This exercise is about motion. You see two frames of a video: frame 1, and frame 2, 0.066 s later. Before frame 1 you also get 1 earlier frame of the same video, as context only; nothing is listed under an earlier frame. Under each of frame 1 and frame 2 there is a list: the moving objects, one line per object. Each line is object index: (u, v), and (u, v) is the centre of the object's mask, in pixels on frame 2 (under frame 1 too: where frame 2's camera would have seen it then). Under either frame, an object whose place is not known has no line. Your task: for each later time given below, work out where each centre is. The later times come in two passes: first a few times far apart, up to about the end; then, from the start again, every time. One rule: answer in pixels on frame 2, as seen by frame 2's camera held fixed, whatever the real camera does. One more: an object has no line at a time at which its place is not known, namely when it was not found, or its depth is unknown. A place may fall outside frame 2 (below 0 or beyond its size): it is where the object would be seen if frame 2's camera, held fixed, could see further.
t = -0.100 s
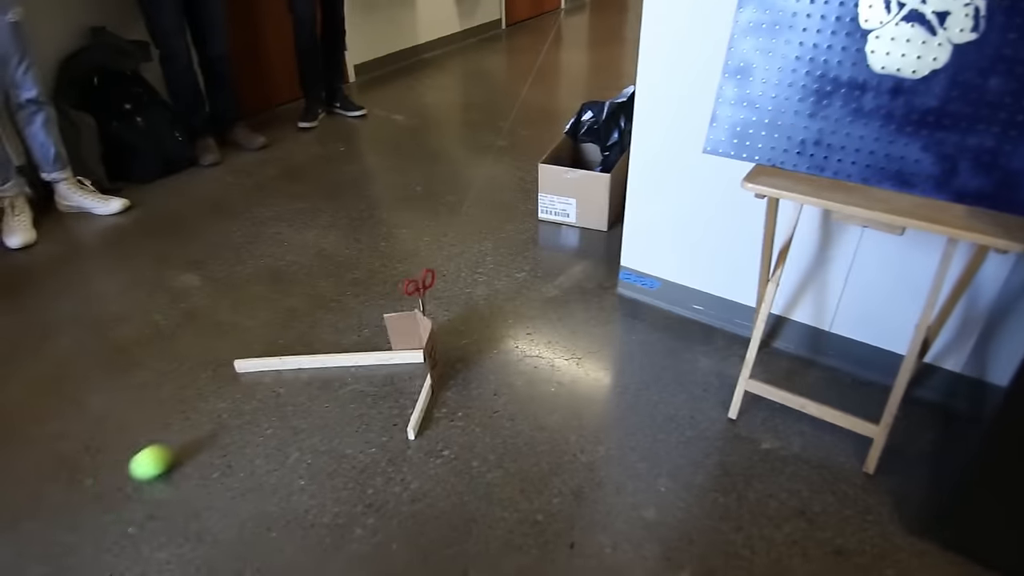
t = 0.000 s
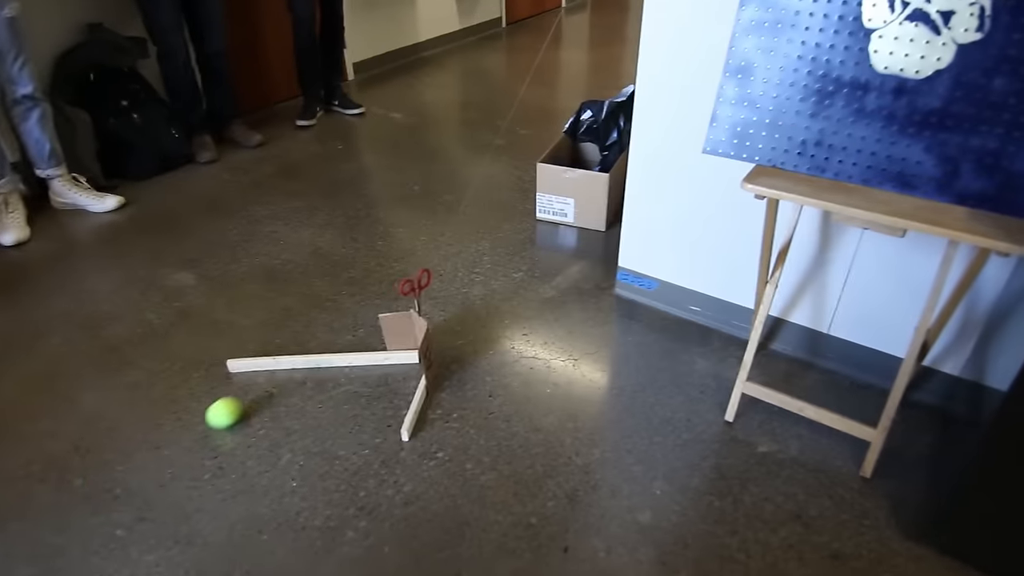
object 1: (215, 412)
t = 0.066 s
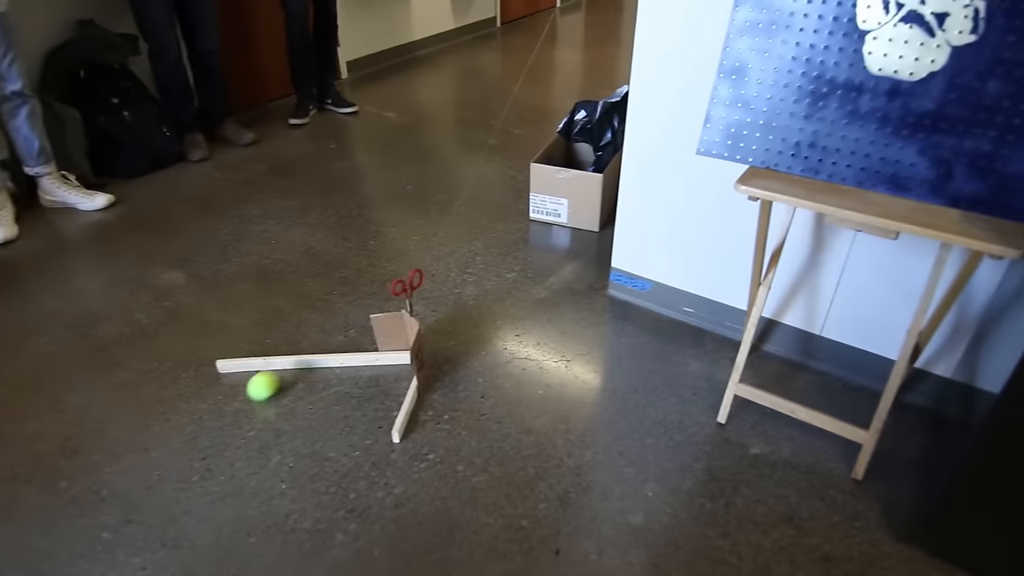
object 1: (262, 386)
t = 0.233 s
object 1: (341, 367)
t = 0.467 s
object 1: (426, 361)
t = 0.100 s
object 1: (284, 375)
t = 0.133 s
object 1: (301, 366)
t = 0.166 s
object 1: (314, 363)
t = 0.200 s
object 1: (327, 363)
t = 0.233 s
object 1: (341, 367)
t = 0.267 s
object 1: (356, 370)
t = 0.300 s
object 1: (371, 365)
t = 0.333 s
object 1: (386, 363)
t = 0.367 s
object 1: (400, 361)
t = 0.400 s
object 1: (410, 359)
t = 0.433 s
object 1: (418, 359)
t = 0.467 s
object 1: (426, 361)
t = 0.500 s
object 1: (431, 367)
